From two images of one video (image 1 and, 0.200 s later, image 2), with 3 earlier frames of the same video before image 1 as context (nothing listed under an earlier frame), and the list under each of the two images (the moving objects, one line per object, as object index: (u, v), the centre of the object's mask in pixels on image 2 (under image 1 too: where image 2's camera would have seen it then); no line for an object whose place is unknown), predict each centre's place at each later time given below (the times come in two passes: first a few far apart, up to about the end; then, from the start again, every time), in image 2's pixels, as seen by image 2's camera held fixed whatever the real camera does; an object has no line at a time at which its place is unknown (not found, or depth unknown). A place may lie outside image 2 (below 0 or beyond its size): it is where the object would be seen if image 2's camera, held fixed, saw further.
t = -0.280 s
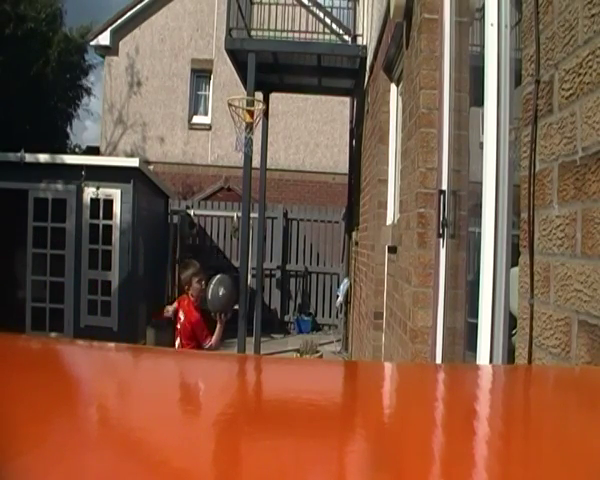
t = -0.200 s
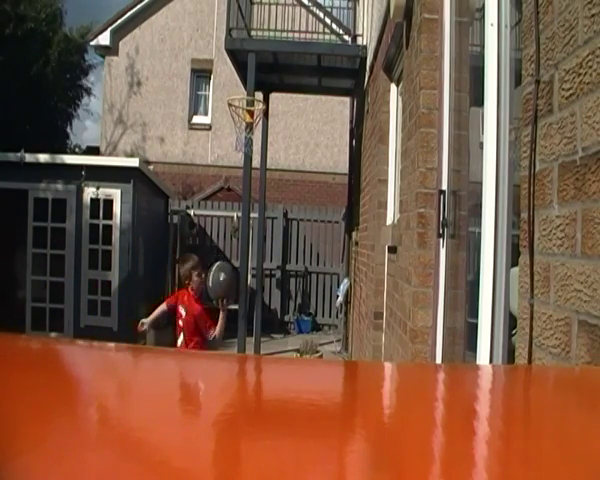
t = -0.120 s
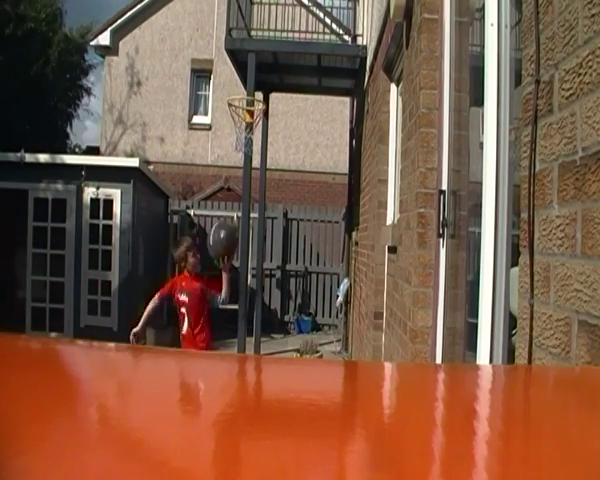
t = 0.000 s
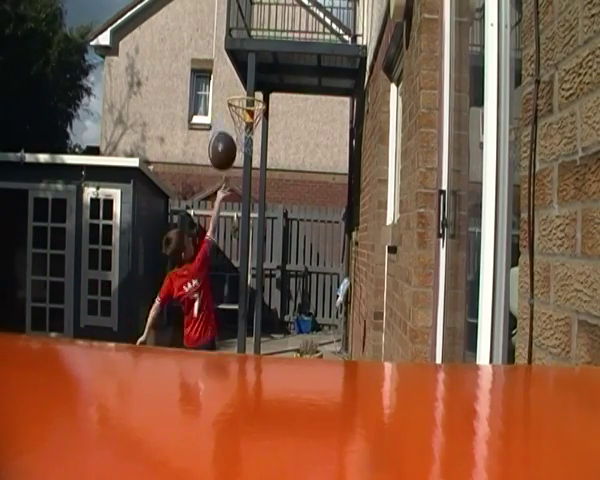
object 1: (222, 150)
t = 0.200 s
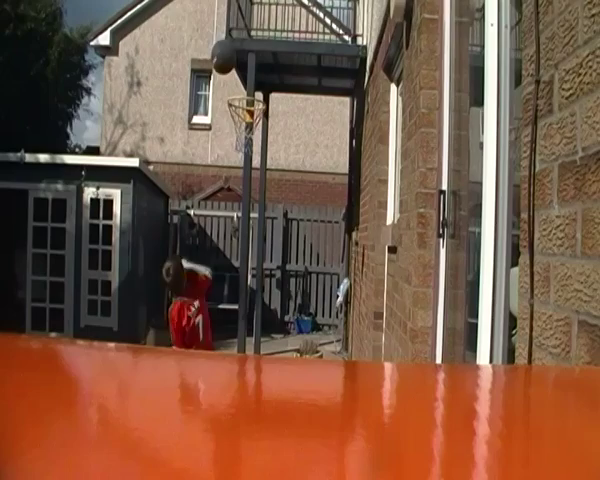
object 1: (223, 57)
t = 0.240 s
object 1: (223, 47)
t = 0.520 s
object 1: (221, 42)
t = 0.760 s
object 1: (217, 107)
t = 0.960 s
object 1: (213, 199)
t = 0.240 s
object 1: (223, 47)
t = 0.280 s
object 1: (223, 40)
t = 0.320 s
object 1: (223, 35)
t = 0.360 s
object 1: (223, 32)
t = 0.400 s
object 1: (222, 32)
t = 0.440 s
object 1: (222, 33)
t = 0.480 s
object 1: (222, 37)
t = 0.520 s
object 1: (221, 42)
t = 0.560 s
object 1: (220, 49)
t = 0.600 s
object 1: (220, 58)
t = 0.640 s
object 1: (219, 68)
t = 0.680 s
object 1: (218, 79)
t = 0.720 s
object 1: (218, 93)
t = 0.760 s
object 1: (217, 107)
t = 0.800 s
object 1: (216, 123)
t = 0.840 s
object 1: (215, 140)
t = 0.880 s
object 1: (214, 159)
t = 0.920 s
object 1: (213, 179)
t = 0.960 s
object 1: (213, 199)
